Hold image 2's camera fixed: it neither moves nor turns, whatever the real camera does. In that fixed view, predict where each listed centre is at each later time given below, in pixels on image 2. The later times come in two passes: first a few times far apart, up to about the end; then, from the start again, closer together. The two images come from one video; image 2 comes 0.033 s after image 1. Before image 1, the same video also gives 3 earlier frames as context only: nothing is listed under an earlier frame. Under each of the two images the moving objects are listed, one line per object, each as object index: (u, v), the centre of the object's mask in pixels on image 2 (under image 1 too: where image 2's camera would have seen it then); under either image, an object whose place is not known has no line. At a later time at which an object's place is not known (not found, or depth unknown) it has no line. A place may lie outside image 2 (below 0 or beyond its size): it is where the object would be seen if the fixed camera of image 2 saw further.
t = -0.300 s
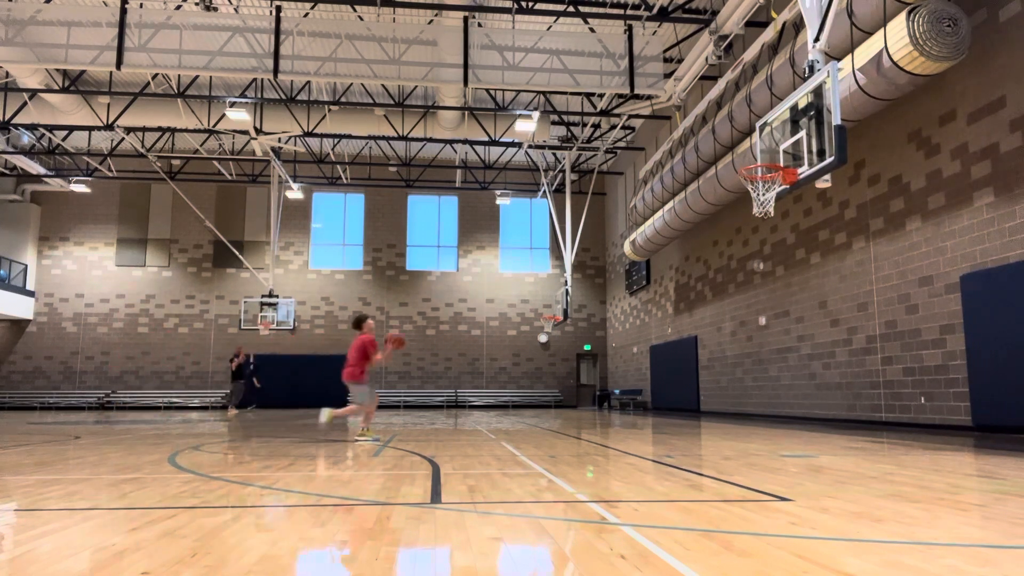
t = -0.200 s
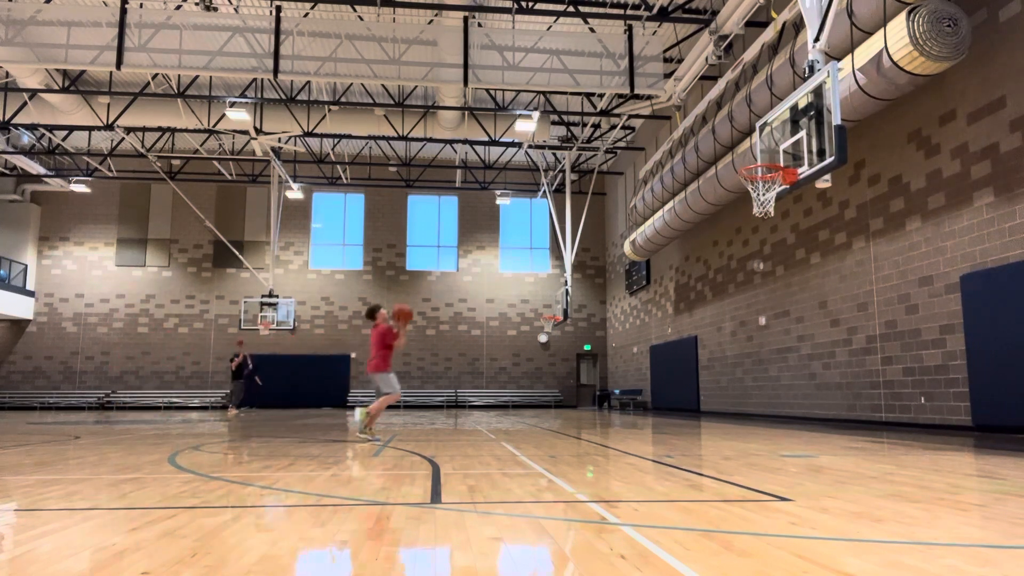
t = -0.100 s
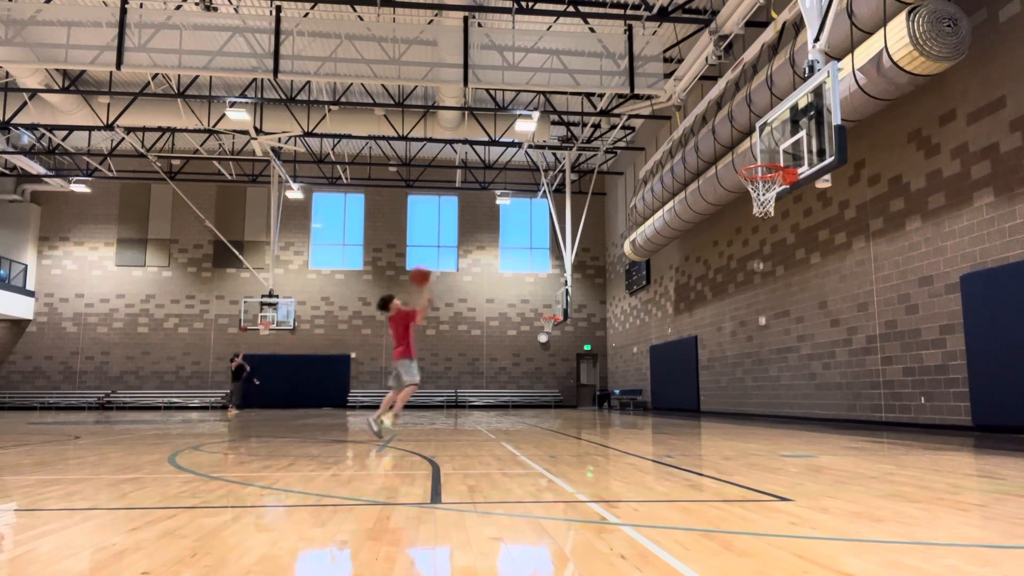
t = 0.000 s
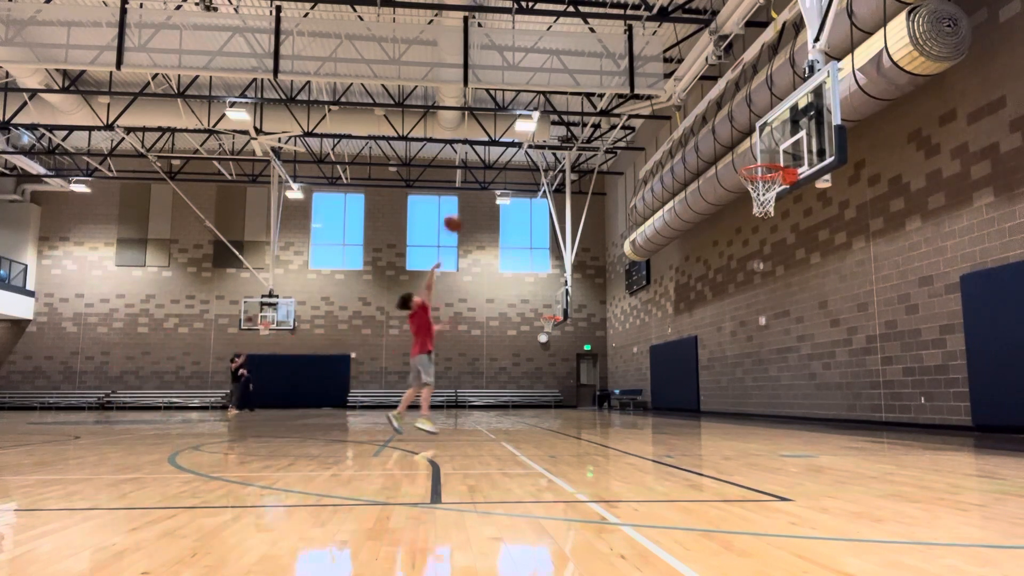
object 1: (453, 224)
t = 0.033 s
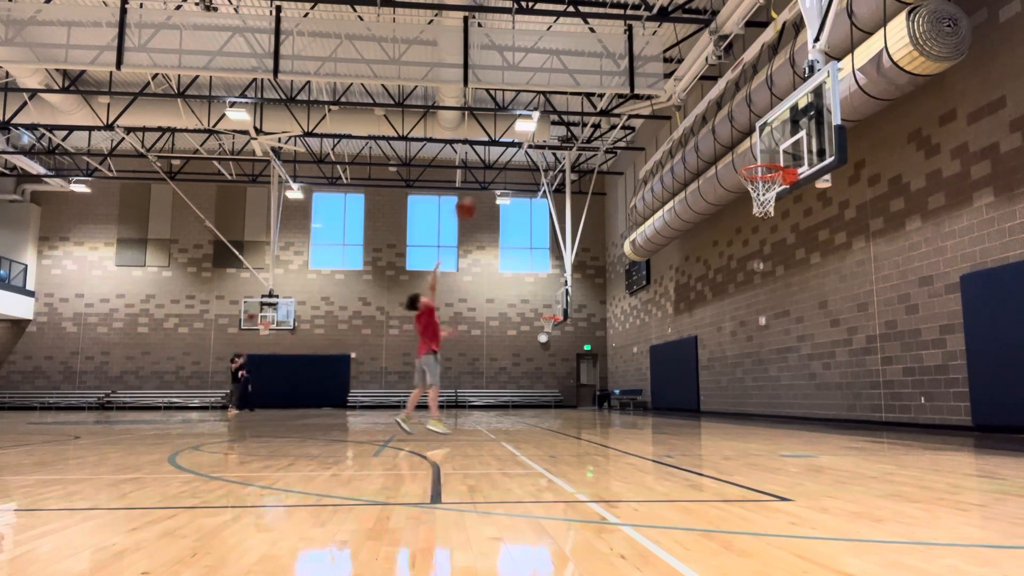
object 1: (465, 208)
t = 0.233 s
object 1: (530, 140)
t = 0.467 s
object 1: (605, 101)
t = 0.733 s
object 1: (690, 111)
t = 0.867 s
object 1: (732, 137)
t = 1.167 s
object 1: (774, 211)
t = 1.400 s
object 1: (768, 278)
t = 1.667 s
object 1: (767, 401)
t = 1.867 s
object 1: (750, 368)
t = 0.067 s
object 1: (476, 195)
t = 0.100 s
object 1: (486, 182)
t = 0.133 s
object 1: (497, 170)
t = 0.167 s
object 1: (510, 159)
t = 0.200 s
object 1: (519, 149)
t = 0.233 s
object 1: (530, 140)
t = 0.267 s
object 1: (542, 131)
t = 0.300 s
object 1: (552, 124)
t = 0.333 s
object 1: (563, 118)
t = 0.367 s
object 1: (573, 113)
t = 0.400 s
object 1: (585, 108)
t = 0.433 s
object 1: (595, 104)
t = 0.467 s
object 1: (605, 101)
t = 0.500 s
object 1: (616, 99)
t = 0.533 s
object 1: (626, 98)
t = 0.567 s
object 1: (638, 98)
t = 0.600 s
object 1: (648, 99)
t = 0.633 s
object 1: (658, 101)
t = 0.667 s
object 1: (669, 104)
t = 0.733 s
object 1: (690, 111)
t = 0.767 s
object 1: (701, 115)
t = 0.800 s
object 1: (711, 122)
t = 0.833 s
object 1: (722, 129)
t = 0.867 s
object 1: (732, 137)
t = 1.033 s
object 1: (775, 184)
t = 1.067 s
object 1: (775, 195)
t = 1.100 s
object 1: (774, 202)
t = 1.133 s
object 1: (775, 206)
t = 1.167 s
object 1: (774, 211)
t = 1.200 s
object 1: (772, 218)
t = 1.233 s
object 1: (771, 226)
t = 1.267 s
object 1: (771, 235)
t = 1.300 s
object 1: (769, 245)
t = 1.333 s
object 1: (769, 255)
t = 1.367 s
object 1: (769, 265)
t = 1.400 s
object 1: (768, 278)
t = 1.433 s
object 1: (768, 291)
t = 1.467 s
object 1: (768, 304)
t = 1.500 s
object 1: (768, 318)
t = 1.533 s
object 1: (768, 333)
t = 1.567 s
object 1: (767, 350)
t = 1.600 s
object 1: (767, 366)
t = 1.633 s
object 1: (768, 384)
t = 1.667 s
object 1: (767, 401)
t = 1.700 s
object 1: (767, 421)
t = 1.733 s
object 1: (765, 421)
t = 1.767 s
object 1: (760, 407)
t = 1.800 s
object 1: (758, 392)
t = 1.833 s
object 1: (754, 380)
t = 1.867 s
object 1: (750, 368)
